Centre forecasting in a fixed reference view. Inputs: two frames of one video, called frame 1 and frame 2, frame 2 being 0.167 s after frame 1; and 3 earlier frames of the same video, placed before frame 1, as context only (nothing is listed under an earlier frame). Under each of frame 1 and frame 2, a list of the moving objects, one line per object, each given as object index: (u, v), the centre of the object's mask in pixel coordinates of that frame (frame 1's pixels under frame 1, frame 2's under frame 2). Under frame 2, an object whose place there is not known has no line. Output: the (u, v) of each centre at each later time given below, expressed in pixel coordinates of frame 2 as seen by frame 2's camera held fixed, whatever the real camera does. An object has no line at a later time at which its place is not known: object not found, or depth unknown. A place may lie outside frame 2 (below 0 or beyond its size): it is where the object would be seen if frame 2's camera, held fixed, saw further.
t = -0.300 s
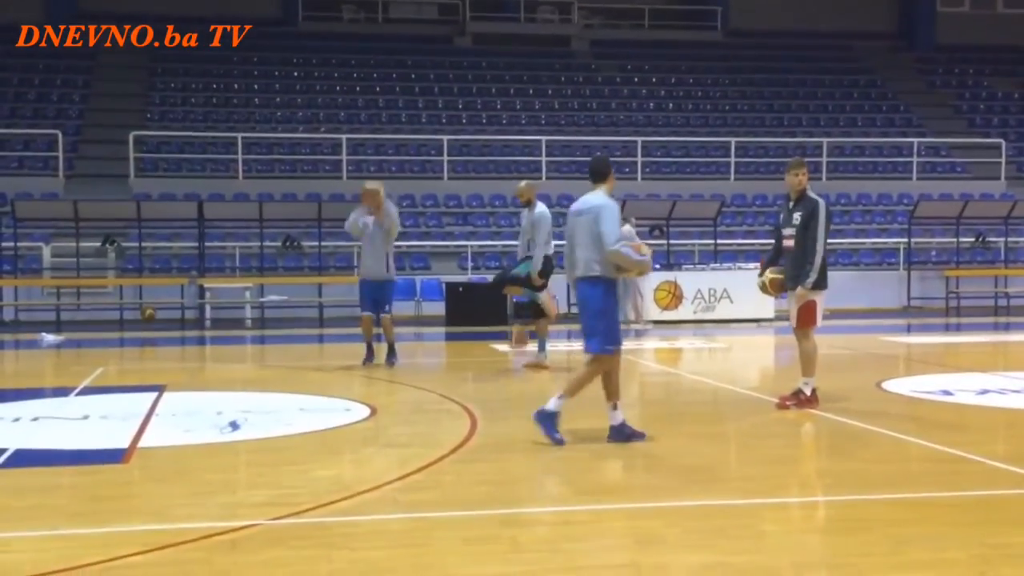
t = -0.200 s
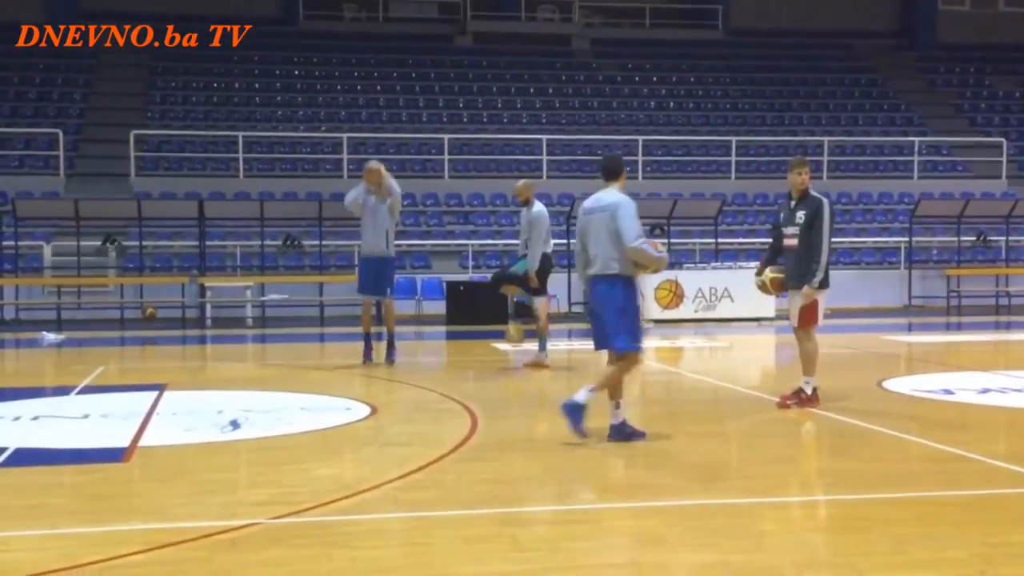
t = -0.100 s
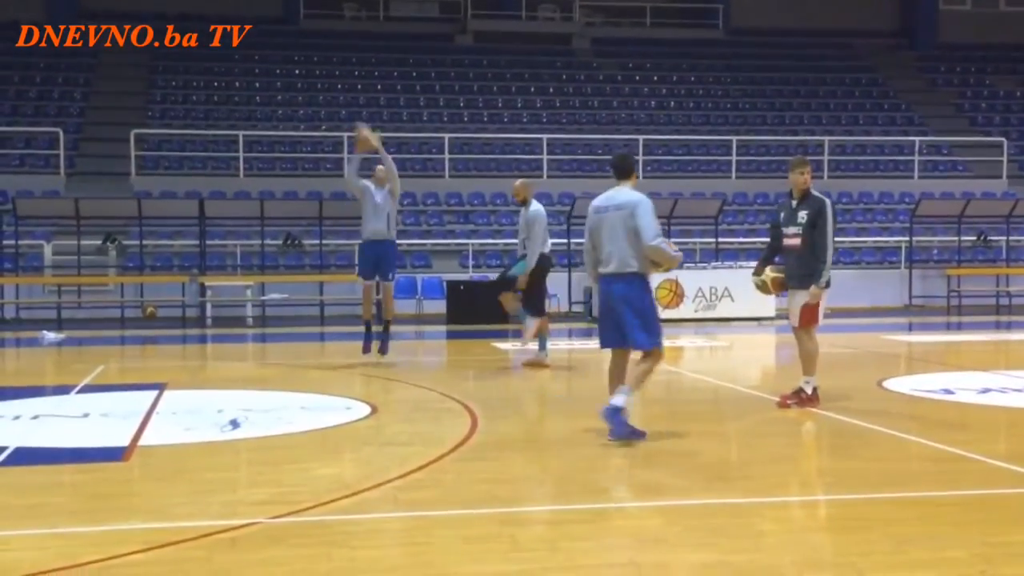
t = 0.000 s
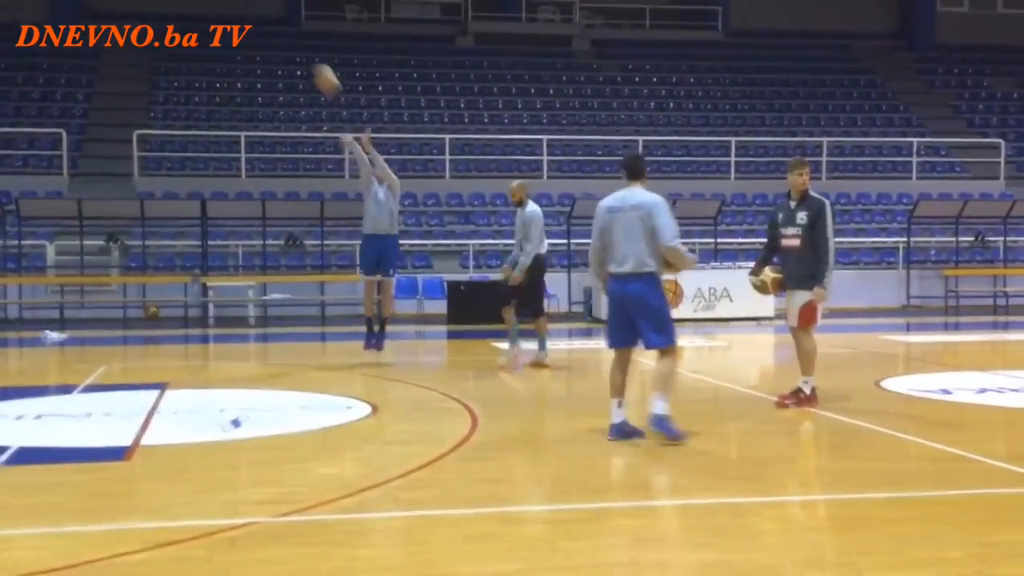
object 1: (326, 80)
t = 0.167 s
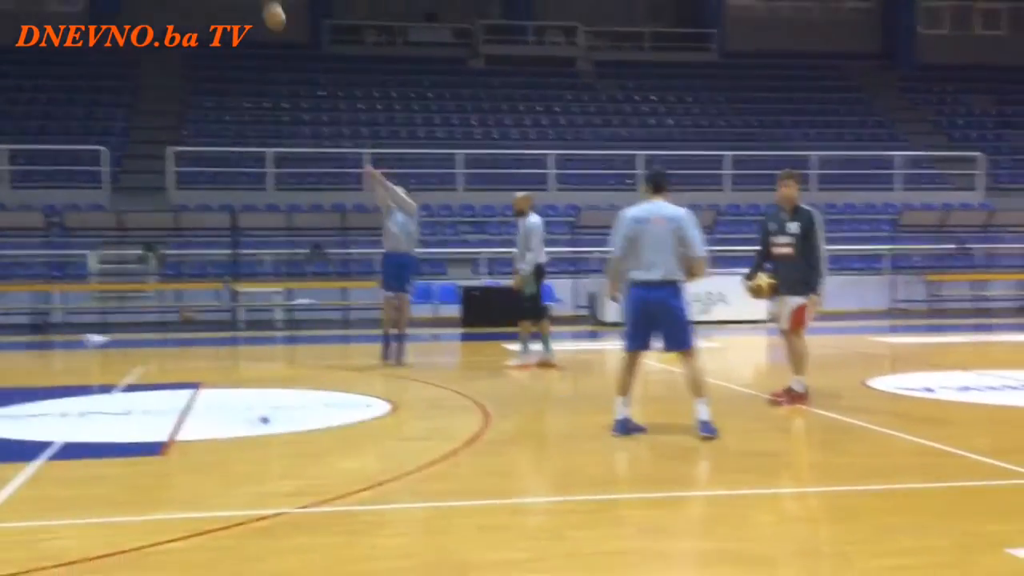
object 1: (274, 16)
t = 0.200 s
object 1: (259, 3)
